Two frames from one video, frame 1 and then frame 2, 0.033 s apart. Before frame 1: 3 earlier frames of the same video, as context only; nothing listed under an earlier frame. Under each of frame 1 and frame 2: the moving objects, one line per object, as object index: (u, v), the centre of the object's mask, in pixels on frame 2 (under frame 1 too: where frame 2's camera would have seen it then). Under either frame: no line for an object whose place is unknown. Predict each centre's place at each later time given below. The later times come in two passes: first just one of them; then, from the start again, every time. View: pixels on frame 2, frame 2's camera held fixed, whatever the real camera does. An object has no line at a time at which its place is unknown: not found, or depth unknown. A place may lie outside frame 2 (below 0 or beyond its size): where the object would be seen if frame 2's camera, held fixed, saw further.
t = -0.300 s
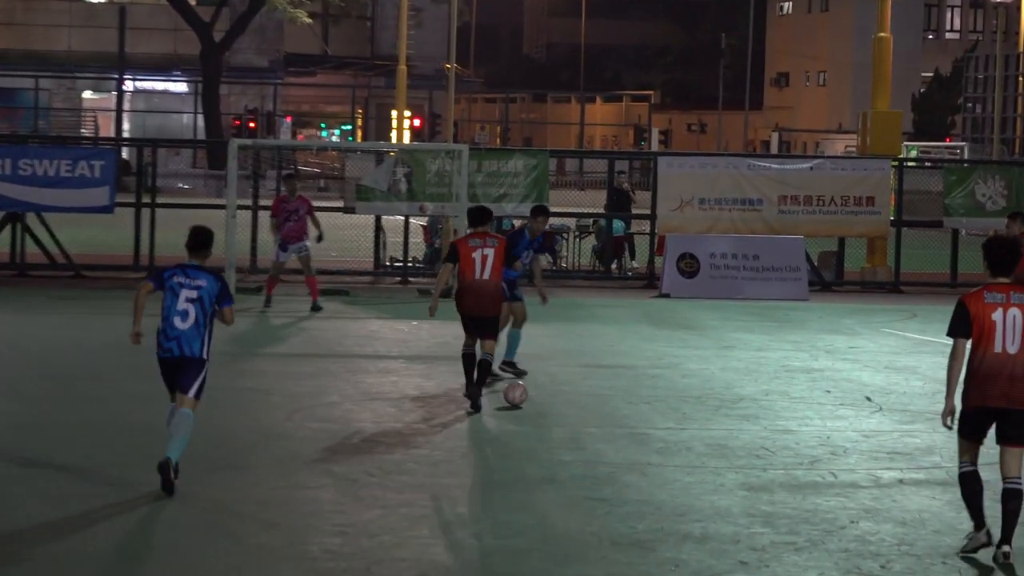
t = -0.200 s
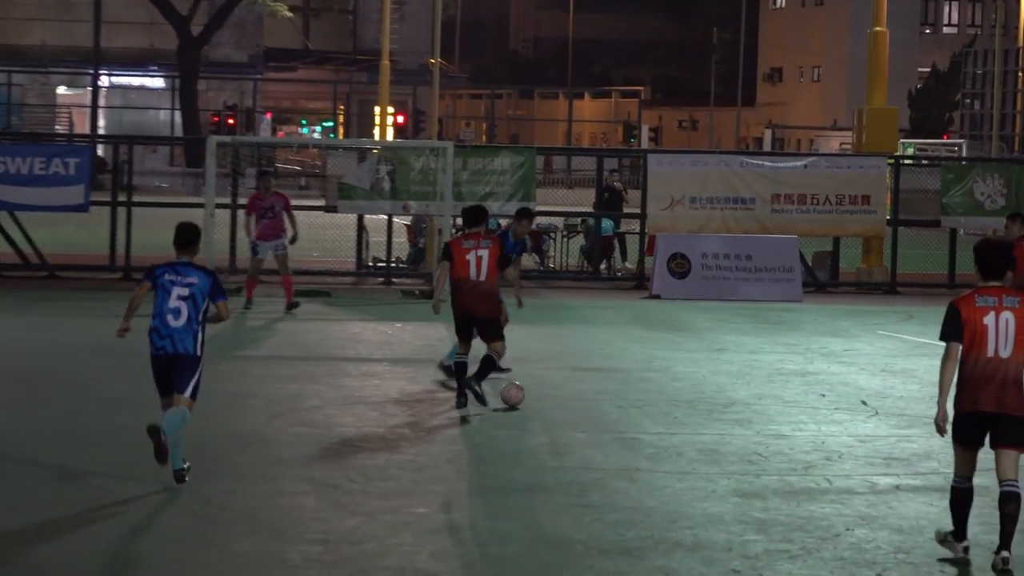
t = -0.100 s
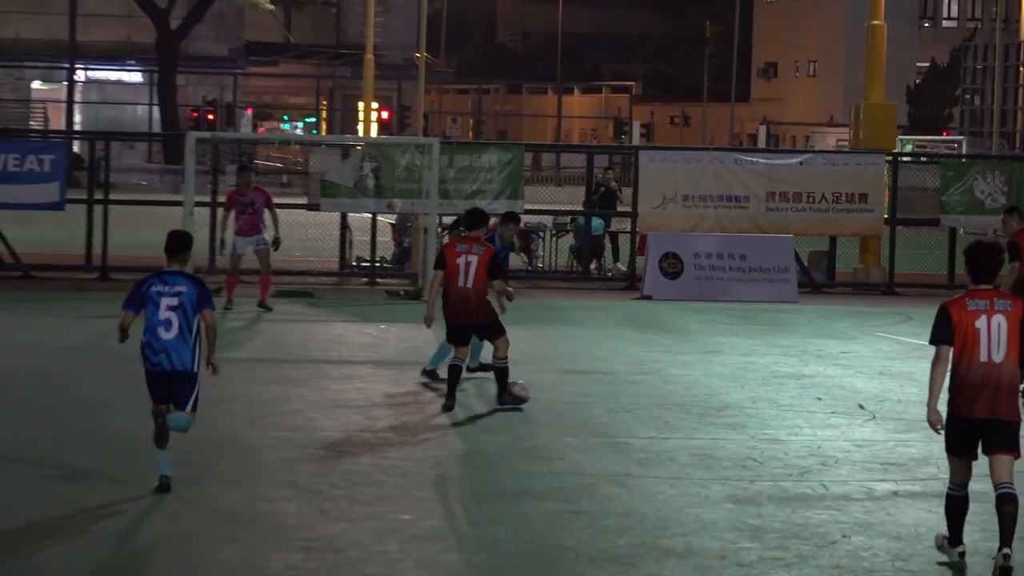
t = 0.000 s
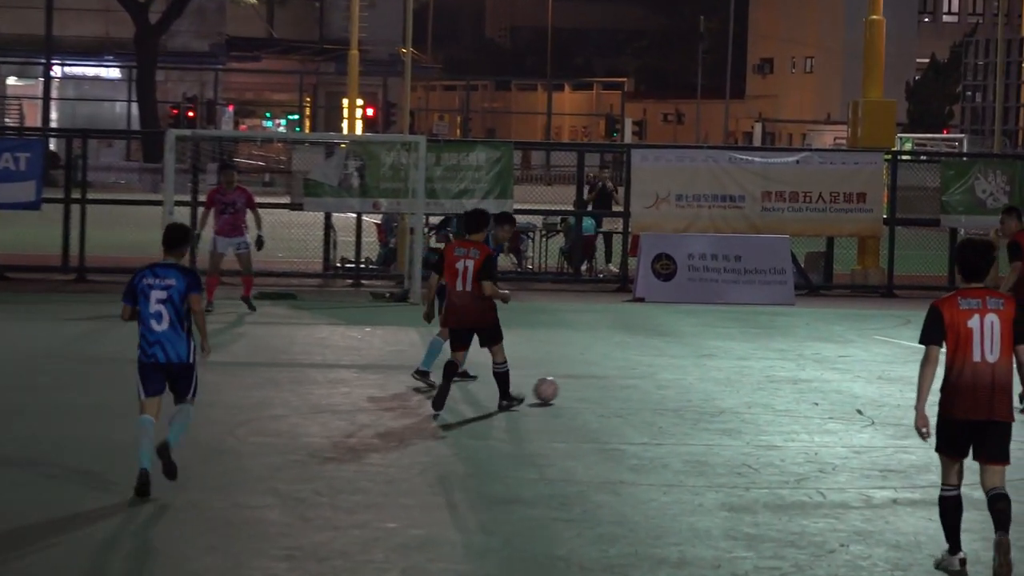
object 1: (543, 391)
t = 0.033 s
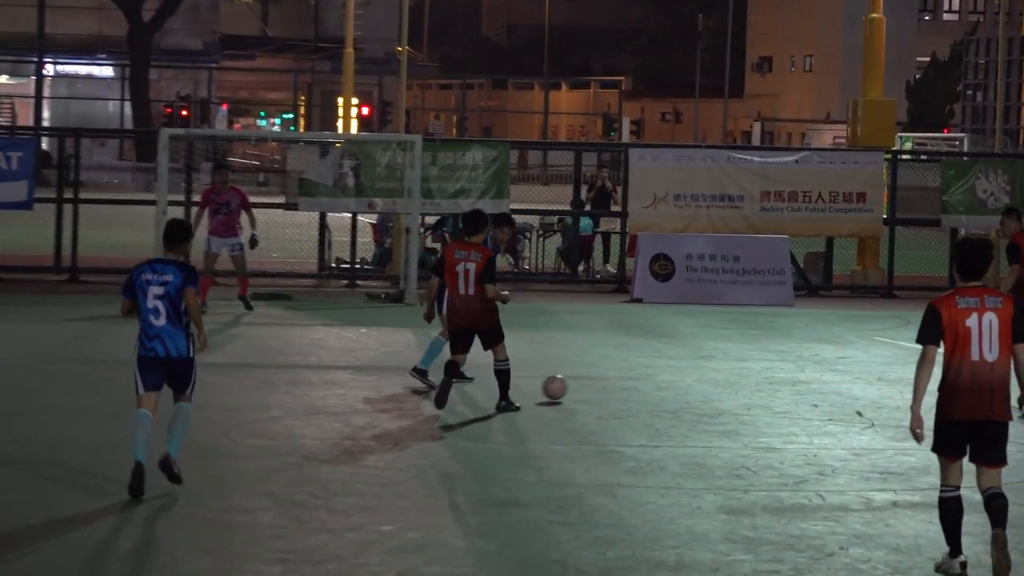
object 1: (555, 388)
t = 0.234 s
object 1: (615, 376)
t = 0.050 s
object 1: (561, 386)
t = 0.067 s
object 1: (567, 385)
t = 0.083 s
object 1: (572, 384)
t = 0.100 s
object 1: (578, 383)
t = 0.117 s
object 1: (583, 382)
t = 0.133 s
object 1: (588, 381)
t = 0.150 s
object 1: (593, 380)
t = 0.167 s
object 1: (598, 380)
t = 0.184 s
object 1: (602, 379)
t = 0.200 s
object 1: (607, 378)
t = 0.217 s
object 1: (611, 376)
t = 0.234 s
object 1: (615, 376)
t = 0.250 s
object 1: (619, 376)
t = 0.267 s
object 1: (623, 374)
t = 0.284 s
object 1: (626, 374)
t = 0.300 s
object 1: (630, 373)
